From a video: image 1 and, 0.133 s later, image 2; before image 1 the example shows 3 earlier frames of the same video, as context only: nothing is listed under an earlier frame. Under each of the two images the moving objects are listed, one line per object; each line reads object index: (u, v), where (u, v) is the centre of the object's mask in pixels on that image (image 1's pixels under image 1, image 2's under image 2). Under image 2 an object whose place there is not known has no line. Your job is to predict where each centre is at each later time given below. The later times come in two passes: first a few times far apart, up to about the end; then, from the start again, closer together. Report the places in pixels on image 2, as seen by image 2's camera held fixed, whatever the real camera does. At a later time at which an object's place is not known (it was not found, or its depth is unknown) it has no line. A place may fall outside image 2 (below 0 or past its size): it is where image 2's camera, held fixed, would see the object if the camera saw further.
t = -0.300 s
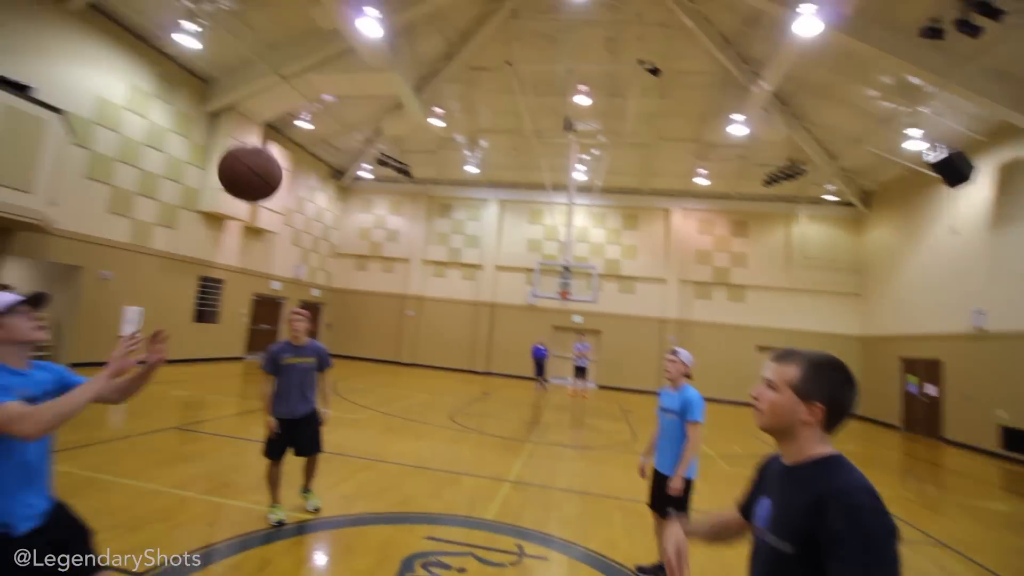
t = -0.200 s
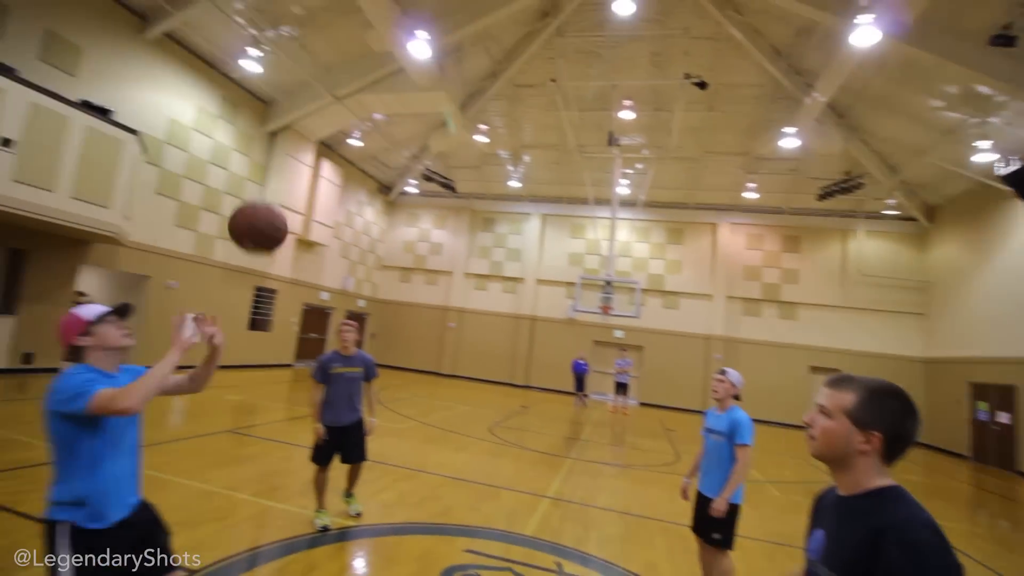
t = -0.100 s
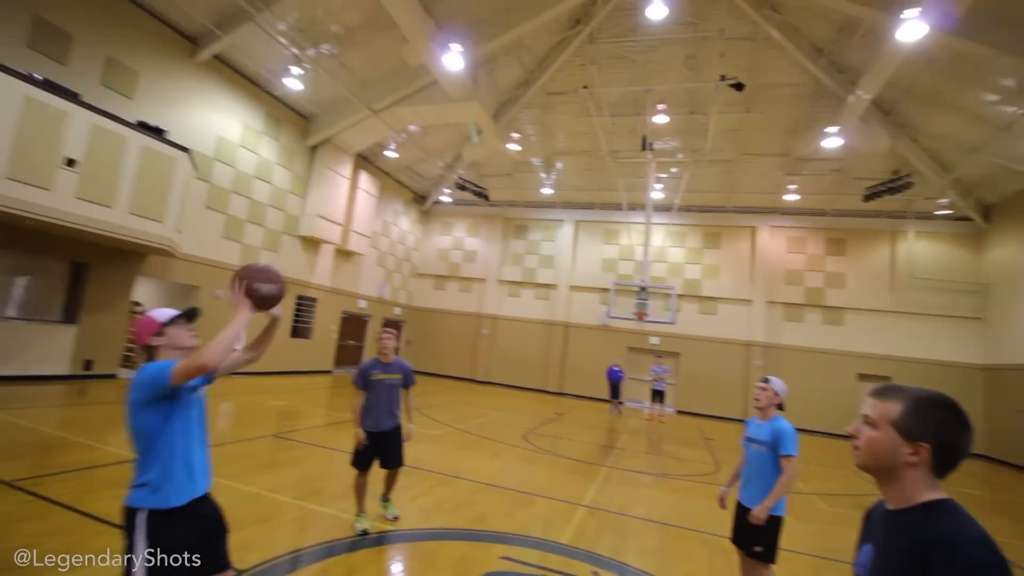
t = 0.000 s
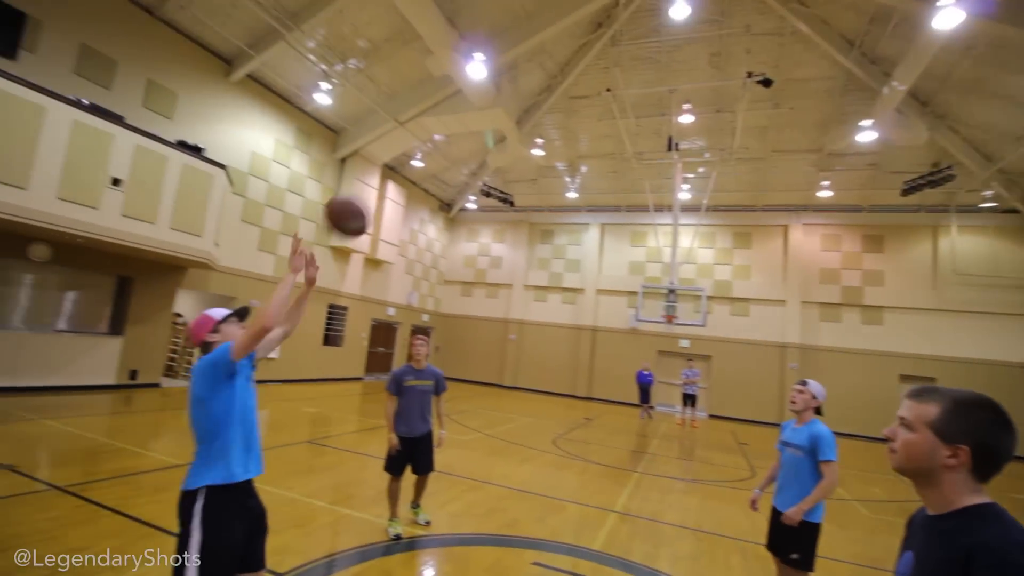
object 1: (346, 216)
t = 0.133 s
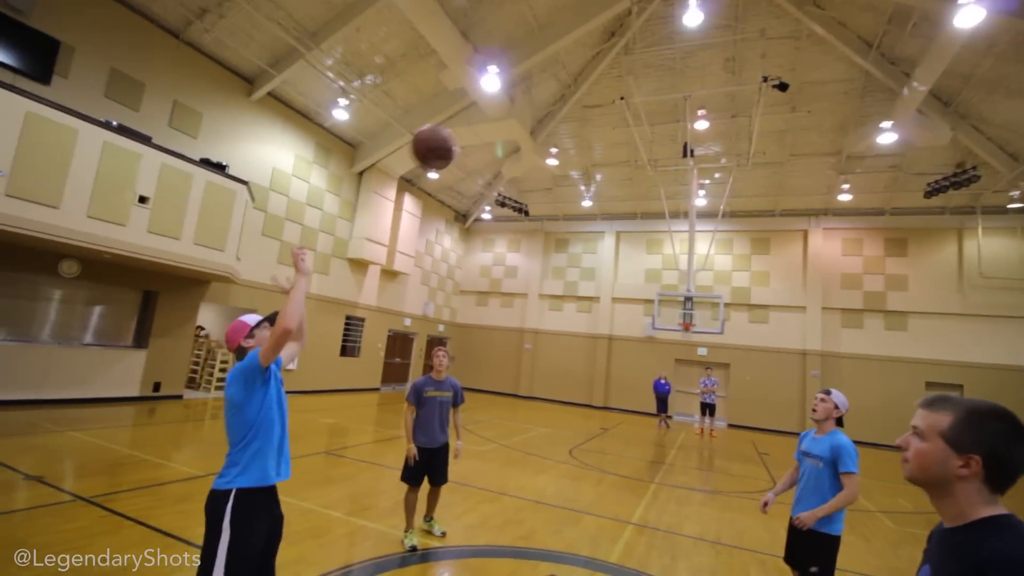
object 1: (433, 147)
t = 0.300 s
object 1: (508, 94)
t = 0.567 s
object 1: (606, 102)
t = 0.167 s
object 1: (449, 133)
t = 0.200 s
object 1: (464, 120)
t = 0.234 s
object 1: (479, 110)
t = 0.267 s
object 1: (494, 101)
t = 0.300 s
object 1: (508, 94)
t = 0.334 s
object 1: (522, 89)
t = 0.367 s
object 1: (534, 86)
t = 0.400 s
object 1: (547, 84)
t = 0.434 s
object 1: (559, 85)
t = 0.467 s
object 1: (571, 87)
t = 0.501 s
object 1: (583, 90)
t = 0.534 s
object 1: (595, 95)
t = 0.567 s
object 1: (606, 102)
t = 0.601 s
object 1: (617, 111)
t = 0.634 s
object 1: (629, 122)
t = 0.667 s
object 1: (640, 134)
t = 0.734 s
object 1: (663, 164)
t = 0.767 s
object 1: (674, 182)
